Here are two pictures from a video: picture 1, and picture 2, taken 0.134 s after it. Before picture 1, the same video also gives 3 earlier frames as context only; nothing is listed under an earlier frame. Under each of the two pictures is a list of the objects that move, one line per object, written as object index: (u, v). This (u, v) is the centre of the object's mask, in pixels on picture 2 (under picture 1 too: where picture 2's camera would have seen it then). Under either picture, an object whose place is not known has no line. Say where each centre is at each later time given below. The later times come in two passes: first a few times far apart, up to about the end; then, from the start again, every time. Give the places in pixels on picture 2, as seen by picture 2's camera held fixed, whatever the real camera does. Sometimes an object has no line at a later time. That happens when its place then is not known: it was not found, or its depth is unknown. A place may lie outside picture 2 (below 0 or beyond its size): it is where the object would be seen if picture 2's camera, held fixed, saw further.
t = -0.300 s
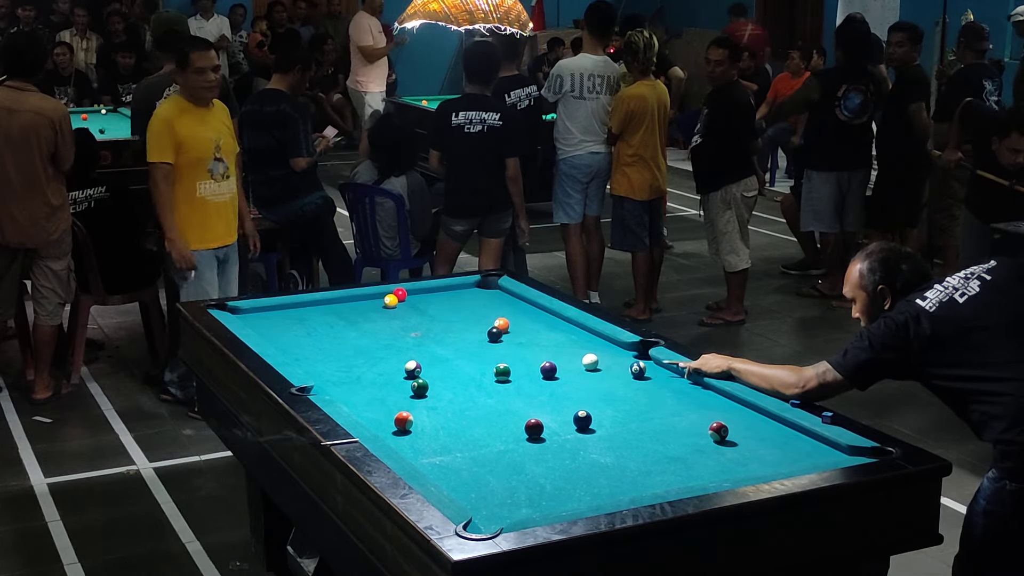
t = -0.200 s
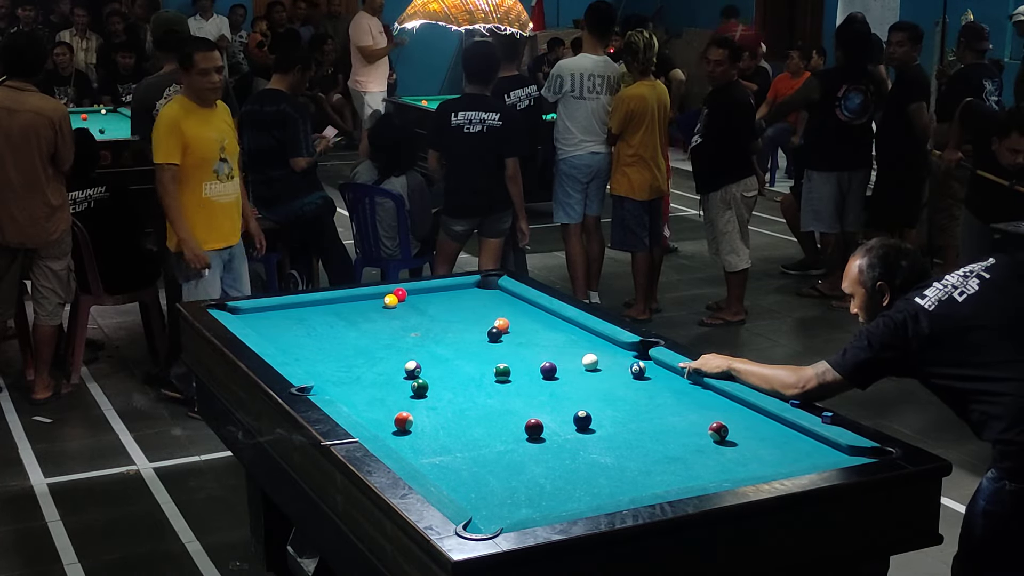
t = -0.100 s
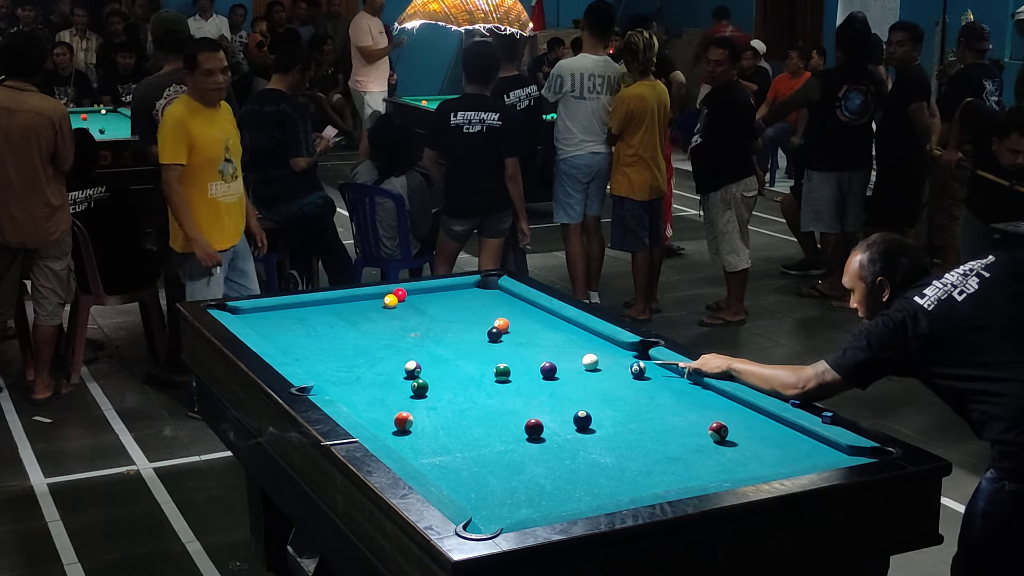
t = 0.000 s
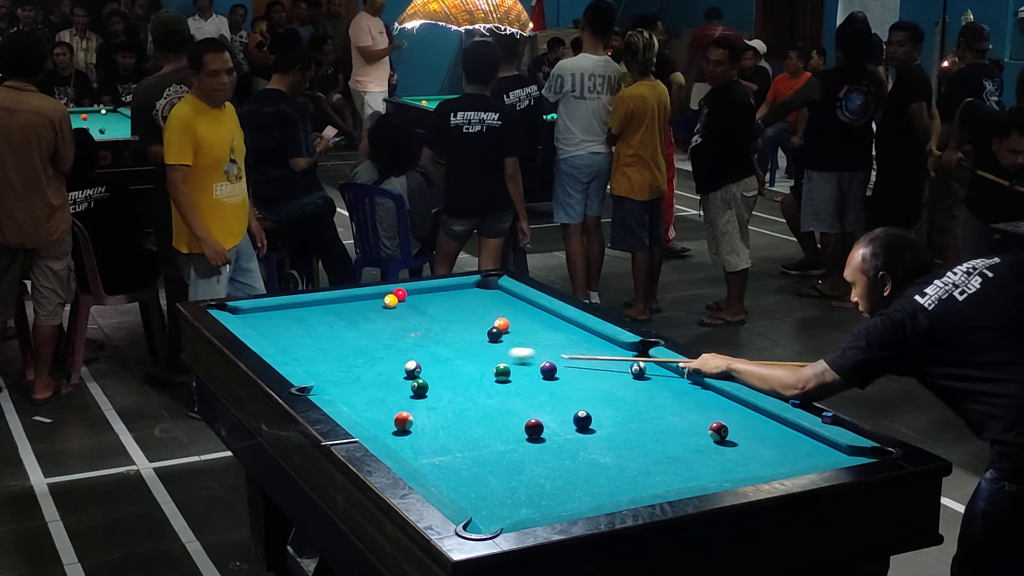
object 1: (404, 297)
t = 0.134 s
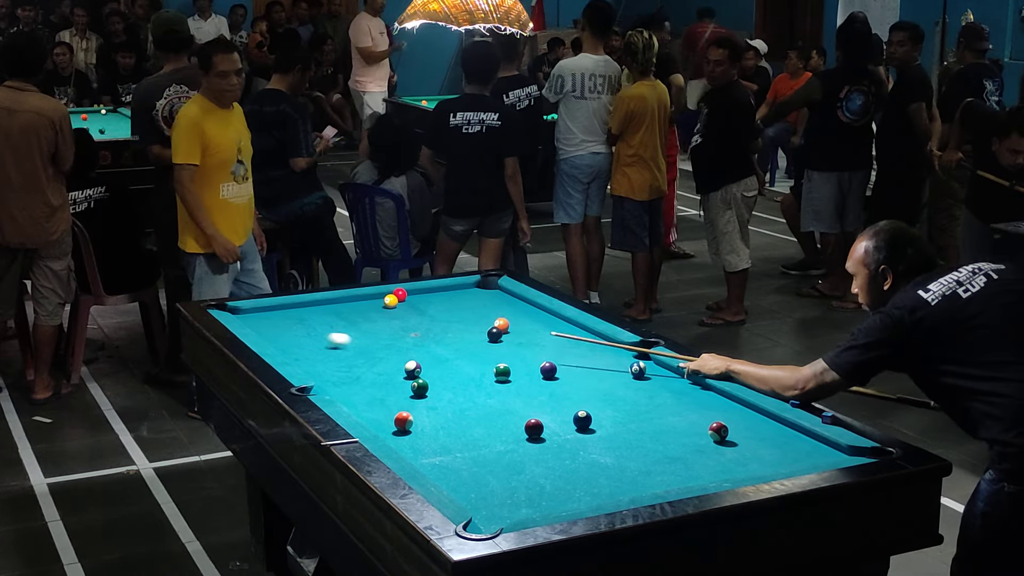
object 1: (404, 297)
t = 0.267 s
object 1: (404, 297)
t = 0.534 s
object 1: (402, 298)
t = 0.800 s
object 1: (402, 296)
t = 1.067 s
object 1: (394, 296)
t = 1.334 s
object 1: (355, 301)
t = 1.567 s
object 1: (322, 304)
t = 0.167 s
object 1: (404, 297)
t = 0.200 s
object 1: (404, 297)
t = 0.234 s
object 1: (404, 298)
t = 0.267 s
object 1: (404, 297)
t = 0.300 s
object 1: (404, 297)
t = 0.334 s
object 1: (404, 297)
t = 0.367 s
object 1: (403, 297)
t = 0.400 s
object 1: (404, 297)
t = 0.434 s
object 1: (398, 294)
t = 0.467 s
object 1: (402, 298)
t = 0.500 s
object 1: (402, 298)
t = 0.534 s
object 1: (402, 298)
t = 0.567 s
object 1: (401, 296)
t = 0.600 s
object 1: (401, 296)
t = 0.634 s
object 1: (402, 297)
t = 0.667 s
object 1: (402, 297)
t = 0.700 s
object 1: (402, 297)
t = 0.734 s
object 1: (402, 297)
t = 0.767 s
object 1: (402, 296)
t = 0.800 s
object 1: (402, 296)
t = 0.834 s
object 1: (401, 296)
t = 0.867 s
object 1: (400, 296)
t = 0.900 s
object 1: (402, 298)
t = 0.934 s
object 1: (400, 295)
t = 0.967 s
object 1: (400, 295)
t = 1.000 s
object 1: (400, 295)
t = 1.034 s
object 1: (400, 295)
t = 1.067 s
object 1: (394, 296)
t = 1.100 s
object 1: (389, 297)
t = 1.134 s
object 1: (384, 297)
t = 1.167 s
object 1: (379, 298)
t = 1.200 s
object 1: (374, 298)
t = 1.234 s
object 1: (369, 299)
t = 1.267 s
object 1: (365, 299)
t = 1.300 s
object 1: (360, 300)
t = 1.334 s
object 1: (355, 301)
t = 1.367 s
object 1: (350, 301)
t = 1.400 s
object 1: (345, 302)
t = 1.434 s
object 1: (340, 302)
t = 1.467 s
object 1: (336, 303)
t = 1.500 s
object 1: (331, 304)
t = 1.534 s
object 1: (326, 304)
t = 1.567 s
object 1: (322, 304)
